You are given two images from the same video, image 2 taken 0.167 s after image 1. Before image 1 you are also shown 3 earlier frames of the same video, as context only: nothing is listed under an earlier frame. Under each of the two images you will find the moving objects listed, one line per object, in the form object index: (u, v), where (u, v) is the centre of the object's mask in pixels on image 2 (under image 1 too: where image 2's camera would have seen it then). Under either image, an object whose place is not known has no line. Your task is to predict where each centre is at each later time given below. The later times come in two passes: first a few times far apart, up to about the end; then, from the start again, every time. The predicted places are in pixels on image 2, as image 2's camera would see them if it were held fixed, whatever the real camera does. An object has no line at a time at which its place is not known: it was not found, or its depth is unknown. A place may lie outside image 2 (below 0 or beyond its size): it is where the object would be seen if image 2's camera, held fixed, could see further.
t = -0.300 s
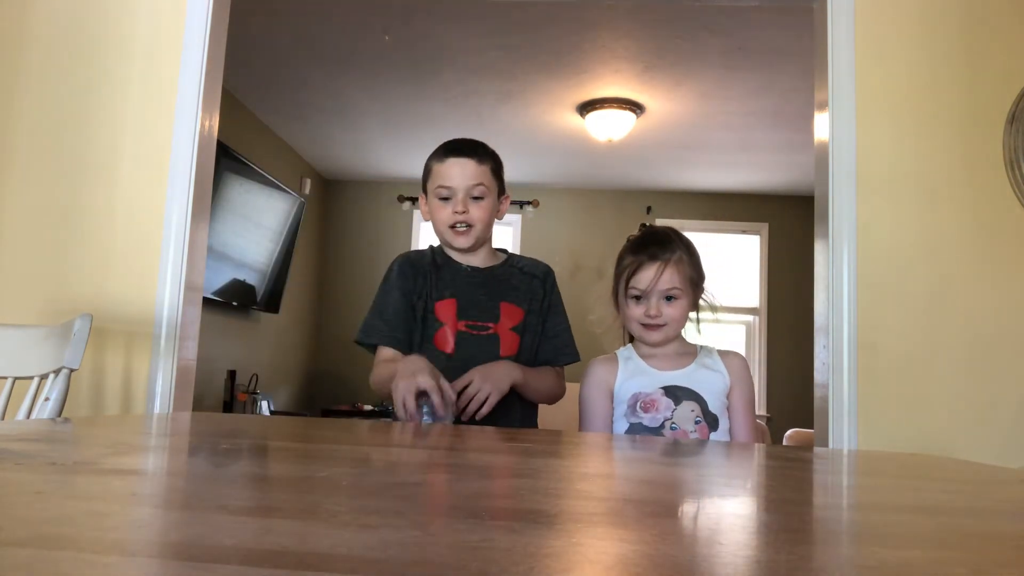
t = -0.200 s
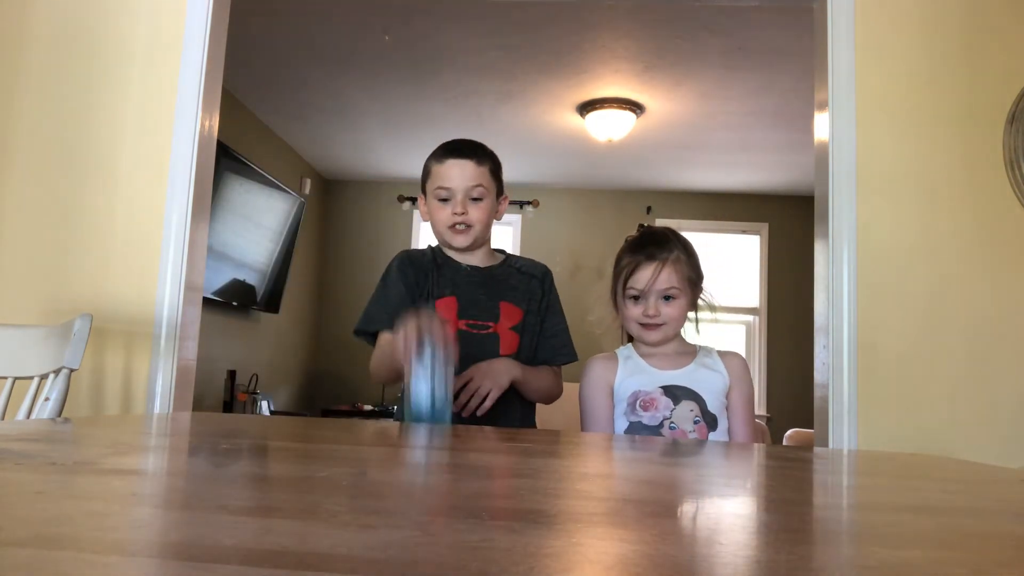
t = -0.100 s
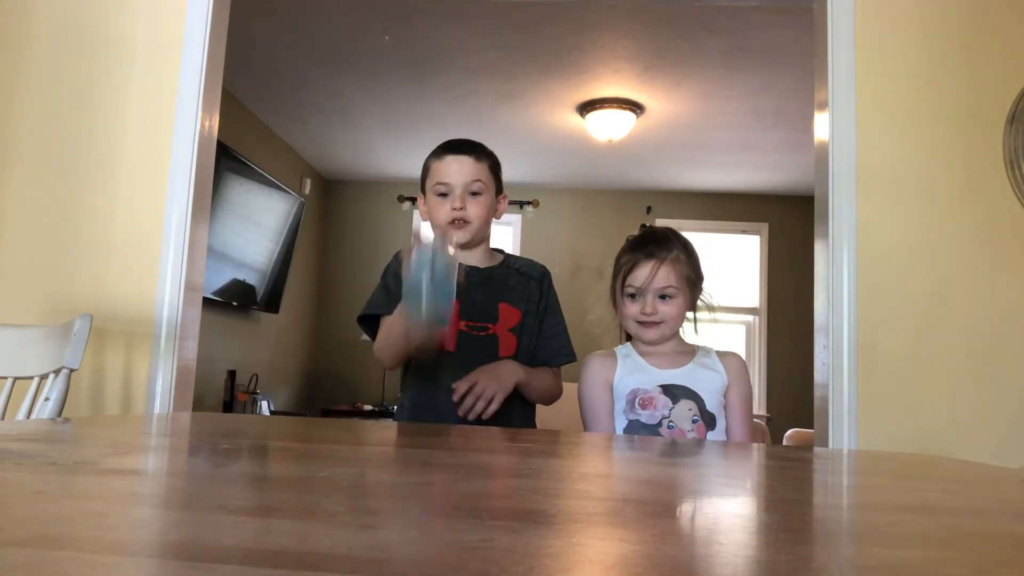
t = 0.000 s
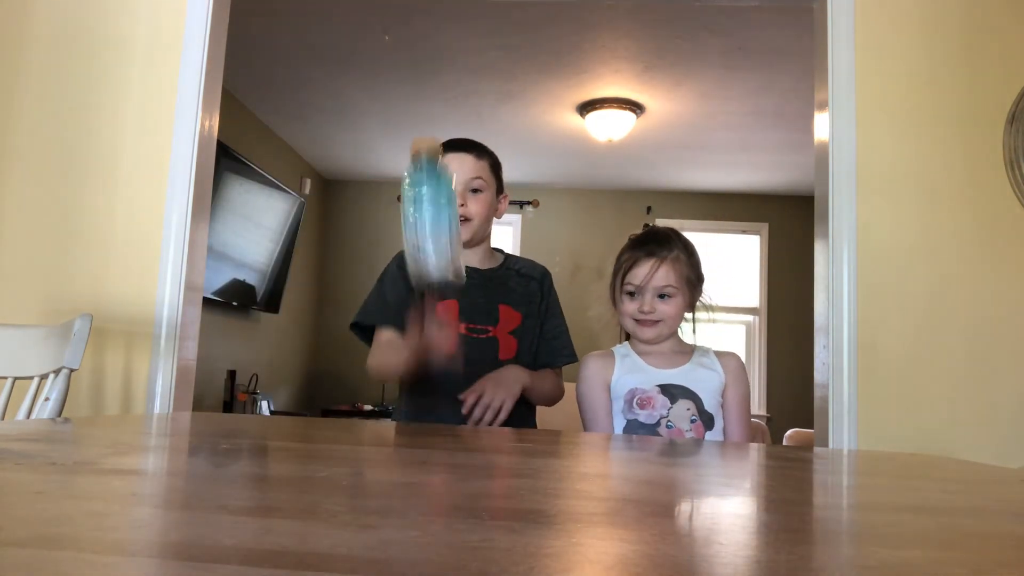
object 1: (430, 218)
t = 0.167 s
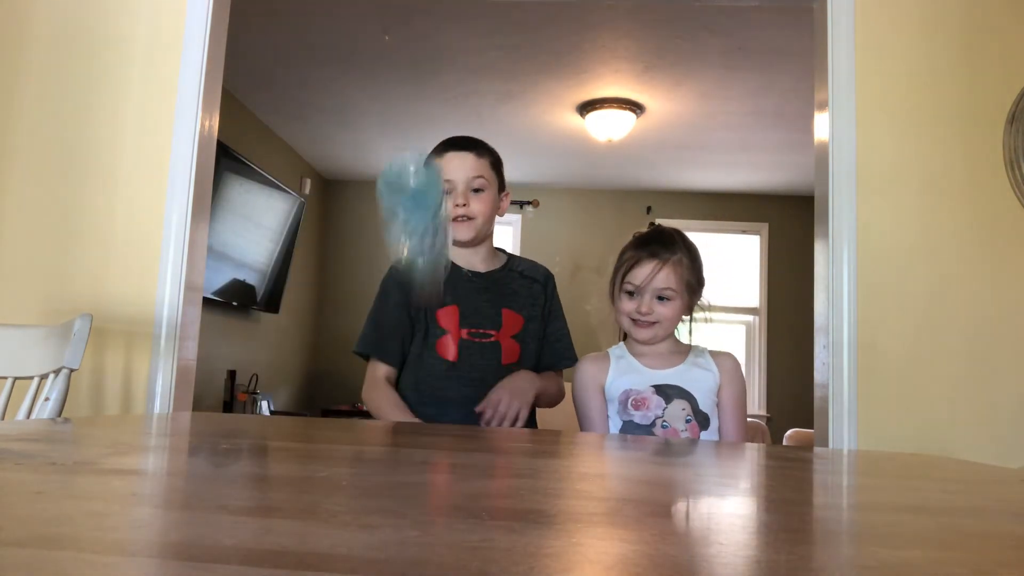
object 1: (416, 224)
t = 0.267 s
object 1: (404, 336)
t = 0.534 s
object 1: (353, 403)
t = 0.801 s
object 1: (378, 406)
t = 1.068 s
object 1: (418, 410)
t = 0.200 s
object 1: (412, 260)
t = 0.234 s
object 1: (408, 315)
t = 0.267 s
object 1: (404, 336)
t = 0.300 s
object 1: (397, 341)
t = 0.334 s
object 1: (388, 350)
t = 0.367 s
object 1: (376, 370)
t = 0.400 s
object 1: (366, 396)
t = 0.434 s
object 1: (362, 401)
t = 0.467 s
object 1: (355, 401)
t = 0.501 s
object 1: (350, 402)
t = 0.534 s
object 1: (353, 403)
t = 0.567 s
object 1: (357, 403)
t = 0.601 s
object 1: (359, 404)
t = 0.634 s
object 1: (361, 404)
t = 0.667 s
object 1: (363, 404)
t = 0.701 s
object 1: (365, 405)
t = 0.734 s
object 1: (369, 406)
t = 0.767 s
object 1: (373, 406)
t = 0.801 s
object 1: (378, 406)
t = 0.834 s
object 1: (383, 407)
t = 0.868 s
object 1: (387, 407)
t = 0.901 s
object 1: (392, 407)
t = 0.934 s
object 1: (396, 408)
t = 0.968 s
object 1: (401, 408)
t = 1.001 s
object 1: (407, 409)
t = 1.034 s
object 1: (412, 409)
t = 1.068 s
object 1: (418, 410)
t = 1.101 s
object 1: (423, 410)
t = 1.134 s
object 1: (429, 411)
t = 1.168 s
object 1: (433, 411)
